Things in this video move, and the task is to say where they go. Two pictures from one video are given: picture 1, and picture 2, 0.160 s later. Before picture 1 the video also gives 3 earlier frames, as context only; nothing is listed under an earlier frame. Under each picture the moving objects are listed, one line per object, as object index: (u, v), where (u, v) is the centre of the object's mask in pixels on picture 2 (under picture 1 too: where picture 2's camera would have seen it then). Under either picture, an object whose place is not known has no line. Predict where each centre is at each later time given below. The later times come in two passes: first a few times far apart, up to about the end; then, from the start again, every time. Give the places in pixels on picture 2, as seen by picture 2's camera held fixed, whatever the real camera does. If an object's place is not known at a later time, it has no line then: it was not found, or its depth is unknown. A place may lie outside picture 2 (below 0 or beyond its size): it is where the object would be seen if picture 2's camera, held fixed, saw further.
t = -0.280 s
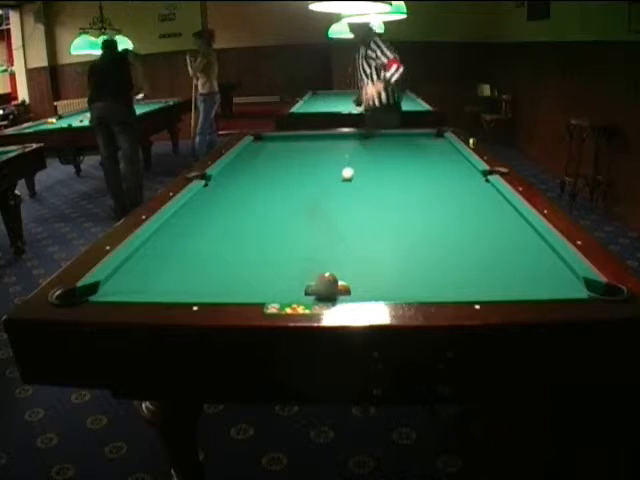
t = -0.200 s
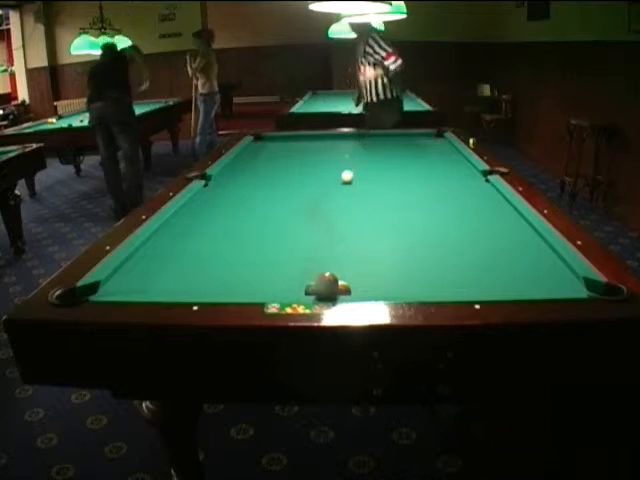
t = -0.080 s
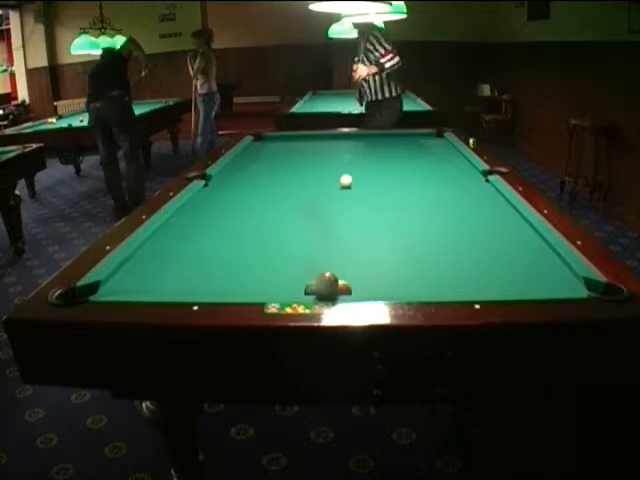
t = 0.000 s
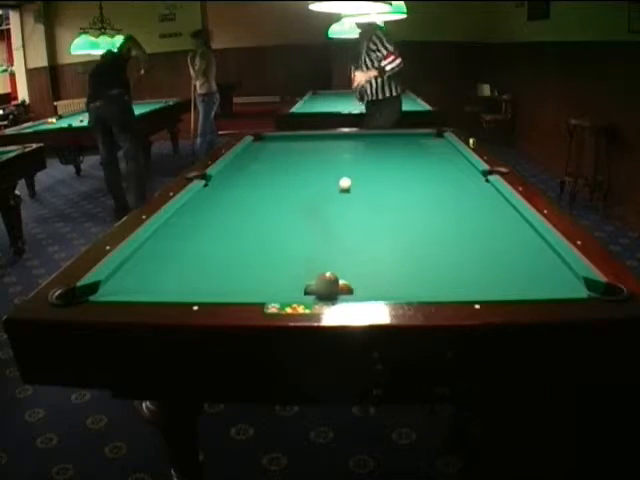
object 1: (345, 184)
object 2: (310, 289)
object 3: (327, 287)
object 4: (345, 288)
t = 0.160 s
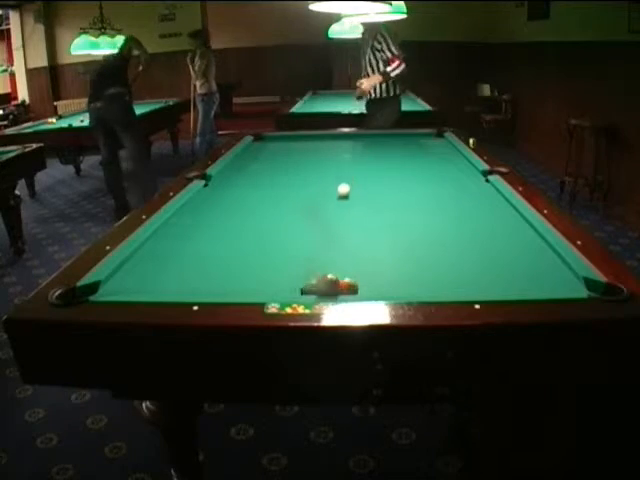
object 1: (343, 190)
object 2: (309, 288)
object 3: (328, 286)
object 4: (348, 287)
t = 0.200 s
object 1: (343, 192)
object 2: (309, 287)
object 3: (331, 287)
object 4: (349, 286)
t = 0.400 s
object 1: (341, 201)
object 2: (301, 286)
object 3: (331, 286)
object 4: (358, 283)
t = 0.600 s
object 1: (338, 210)
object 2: (295, 285)
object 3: (333, 284)
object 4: (367, 282)
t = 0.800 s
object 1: (336, 221)
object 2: (290, 284)
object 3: (334, 283)
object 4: (373, 281)
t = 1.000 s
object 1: (333, 232)
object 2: (285, 283)
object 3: (335, 281)
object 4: (379, 277)
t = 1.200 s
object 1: (330, 244)
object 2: (283, 283)
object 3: (335, 280)
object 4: (385, 275)
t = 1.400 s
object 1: (326, 258)
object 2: (281, 283)
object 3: (335, 276)
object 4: (389, 273)
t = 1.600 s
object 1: (316, 267)
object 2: (280, 283)
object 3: (341, 278)
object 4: (391, 272)
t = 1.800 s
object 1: (301, 277)
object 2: (279, 283)
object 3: (352, 284)
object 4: (393, 272)
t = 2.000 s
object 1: (300, 279)
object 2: (268, 284)
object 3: (361, 287)
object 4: (394, 272)
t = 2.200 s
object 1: (298, 282)
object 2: (258, 285)
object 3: (369, 288)
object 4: (393, 272)
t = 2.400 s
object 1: (298, 283)
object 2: (249, 286)
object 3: (375, 286)
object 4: (393, 272)
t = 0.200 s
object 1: (343, 192)
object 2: (309, 287)
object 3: (331, 287)
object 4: (349, 286)
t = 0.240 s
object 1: (342, 194)
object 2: (307, 287)
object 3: (330, 288)
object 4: (350, 286)
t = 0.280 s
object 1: (342, 195)
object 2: (306, 287)
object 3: (330, 287)
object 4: (353, 285)
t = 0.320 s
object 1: (342, 197)
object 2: (304, 287)
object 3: (331, 287)
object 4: (354, 285)
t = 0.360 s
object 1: (341, 199)
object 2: (303, 286)
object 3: (331, 287)
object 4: (356, 284)
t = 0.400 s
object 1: (341, 201)
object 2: (301, 286)
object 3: (331, 286)
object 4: (358, 283)
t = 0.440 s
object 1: (340, 203)
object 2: (300, 286)
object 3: (332, 286)
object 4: (360, 283)
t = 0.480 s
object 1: (340, 205)
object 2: (299, 286)
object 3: (332, 286)
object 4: (361, 283)
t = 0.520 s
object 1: (339, 207)
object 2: (297, 285)
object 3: (333, 285)
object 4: (363, 282)
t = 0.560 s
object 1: (339, 208)
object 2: (296, 285)
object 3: (333, 285)
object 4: (365, 282)
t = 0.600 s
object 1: (338, 210)
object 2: (295, 285)
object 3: (333, 284)
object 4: (367, 282)
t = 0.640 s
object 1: (338, 212)
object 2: (294, 284)
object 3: (333, 284)
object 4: (368, 282)
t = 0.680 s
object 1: (337, 215)
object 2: (294, 284)
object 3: (333, 283)
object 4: (369, 281)
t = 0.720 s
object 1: (337, 216)
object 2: (292, 284)
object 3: (333, 283)
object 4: (371, 281)
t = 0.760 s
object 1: (336, 219)
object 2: (291, 284)
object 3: (334, 283)
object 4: (373, 281)
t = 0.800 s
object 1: (336, 221)
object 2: (290, 284)
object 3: (334, 283)
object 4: (373, 281)
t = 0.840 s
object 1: (336, 223)
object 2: (289, 284)
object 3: (334, 282)
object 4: (375, 280)
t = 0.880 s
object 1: (335, 225)
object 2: (288, 284)
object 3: (334, 282)
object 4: (376, 279)
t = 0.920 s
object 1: (335, 227)
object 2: (287, 283)
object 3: (334, 282)
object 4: (377, 278)
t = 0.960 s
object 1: (334, 230)
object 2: (286, 283)
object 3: (335, 282)
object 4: (378, 278)
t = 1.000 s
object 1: (333, 232)
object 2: (285, 283)
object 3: (335, 281)
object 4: (379, 277)
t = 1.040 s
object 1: (333, 235)
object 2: (285, 283)
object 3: (335, 281)
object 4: (381, 277)
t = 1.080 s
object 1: (332, 237)
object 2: (284, 283)
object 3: (335, 281)
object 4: (382, 276)
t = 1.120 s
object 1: (331, 240)
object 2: (284, 283)
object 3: (335, 281)
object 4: (383, 276)
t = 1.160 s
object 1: (331, 242)
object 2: (283, 283)
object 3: (335, 280)
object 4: (384, 275)
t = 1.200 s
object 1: (330, 244)
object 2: (283, 283)
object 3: (335, 280)
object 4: (385, 275)
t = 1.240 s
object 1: (329, 247)
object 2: (282, 283)
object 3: (335, 280)
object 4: (386, 275)
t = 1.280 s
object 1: (329, 250)
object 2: (282, 283)
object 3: (335, 279)
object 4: (386, 274)
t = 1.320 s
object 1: (328, 252)
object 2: (281, 283)
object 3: (335, 279)
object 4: (387, 274)
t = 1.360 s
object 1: (327, 254)
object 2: (281, 283)
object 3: (335, 276)
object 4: (388, 273)
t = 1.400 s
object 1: (326, 258)
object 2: (281, 283)
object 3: (335, 276)
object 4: (389, 273)
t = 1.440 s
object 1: (325, 261)
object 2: (281, 283)
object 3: (335, 275)
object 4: (389, 273)
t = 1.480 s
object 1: (324, 262)
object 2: (281, 283)
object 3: (335, 275)
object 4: (390, 273)
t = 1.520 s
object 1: (322, 264)
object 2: (280, 283)
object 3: (336, 276)
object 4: (390, 272)
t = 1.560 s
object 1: (319, 266)
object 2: (280, 283)
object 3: (339, 277)
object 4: (391, 272)
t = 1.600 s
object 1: (316, 267)
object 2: (280, 283)
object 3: (341, 278)
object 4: (391, 272)
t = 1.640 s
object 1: (312, 269)
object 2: (280, 283)
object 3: (343, 281)
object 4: (392, 272)
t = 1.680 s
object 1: (309, 271)
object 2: (280, 283)
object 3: (345, 280)
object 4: (392, 272)
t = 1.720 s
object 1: (306, 272)
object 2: (280, 283)
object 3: (348, 282)
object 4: (392, 272)
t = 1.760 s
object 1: (303, 276)
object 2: (280, 283)
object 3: (350, 283)
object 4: (393, 272)
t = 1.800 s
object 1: (301, 277)
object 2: (279, 283)
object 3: (352, 284)
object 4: (393, 272)
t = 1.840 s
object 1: (300, 277)
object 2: (277, 283)
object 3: (354, 284)
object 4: (394, 272)
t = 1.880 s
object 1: (300, 278)
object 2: (275, 283)
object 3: (356, 285)
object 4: (394, 272)
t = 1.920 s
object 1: (299, 278)
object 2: (272, 284)
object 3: (358, 286)
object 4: (394, 272)
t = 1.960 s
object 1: (300, 279)
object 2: (270, 283)
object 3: (360, 287)
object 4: (394, 272)
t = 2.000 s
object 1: (300, 279)
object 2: (268, 284)
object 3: (361, 287)
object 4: (394, 272)
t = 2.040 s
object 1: (299, 280)
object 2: (267, 284)
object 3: (364, 288)
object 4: (394, 272)
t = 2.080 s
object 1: (299, 280)
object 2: (264, 284)
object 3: (366, 289)
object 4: (394, 272)
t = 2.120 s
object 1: (299, 281)
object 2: (262, 284)
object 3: (367, 288)
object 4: (394, 272)
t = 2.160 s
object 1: (299, 281)
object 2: (260, 285)
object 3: (368, 288)
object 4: (393, 272)
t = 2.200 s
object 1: (298, 282)
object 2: (258, 285)
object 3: (369, 288)
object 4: (393, 272)
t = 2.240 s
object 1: (298, 282)
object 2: (256, 286)
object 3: (370, 287)
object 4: (393, 272)
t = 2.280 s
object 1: (298, 282)
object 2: (254, 286)
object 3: (371, 287)
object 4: (393, 272)
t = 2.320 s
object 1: (298, 282)
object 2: (252, 286)
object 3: (373, 286)
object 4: (393, 272)
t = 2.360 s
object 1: (298, 282)
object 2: (250, 286)
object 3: (374, 286)
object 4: (393, 272)
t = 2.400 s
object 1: (298, 283)
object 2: (249, 286)
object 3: (375, 286)
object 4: (393, 272)
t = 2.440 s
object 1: (298, 283)
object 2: (247, 287)
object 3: (376, 285)
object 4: (393, 272)
